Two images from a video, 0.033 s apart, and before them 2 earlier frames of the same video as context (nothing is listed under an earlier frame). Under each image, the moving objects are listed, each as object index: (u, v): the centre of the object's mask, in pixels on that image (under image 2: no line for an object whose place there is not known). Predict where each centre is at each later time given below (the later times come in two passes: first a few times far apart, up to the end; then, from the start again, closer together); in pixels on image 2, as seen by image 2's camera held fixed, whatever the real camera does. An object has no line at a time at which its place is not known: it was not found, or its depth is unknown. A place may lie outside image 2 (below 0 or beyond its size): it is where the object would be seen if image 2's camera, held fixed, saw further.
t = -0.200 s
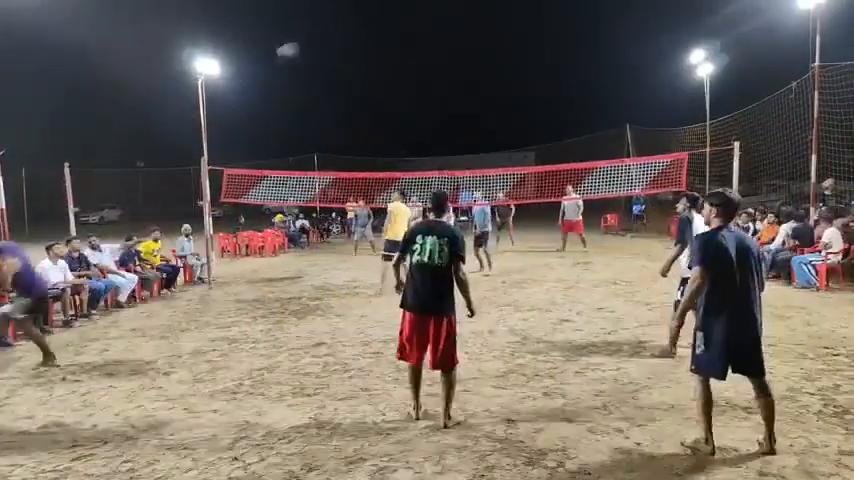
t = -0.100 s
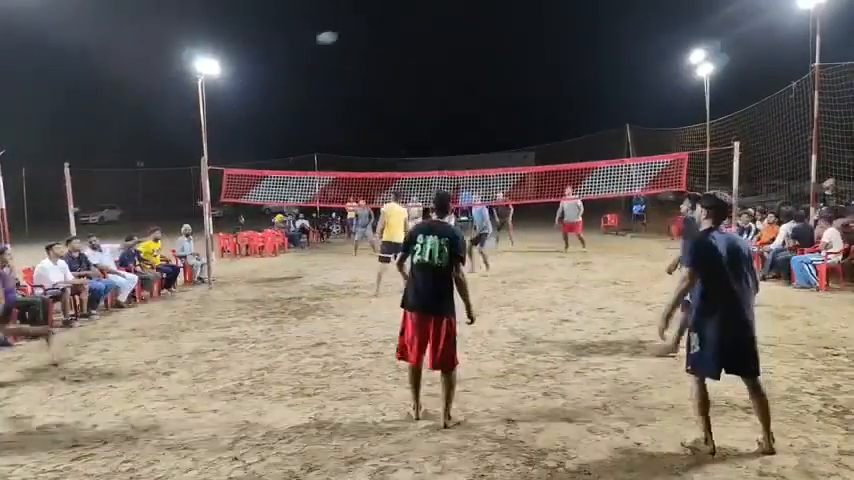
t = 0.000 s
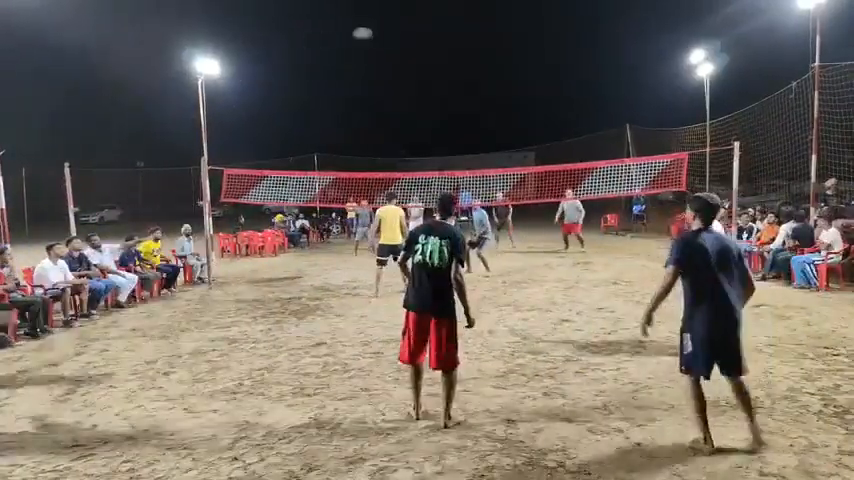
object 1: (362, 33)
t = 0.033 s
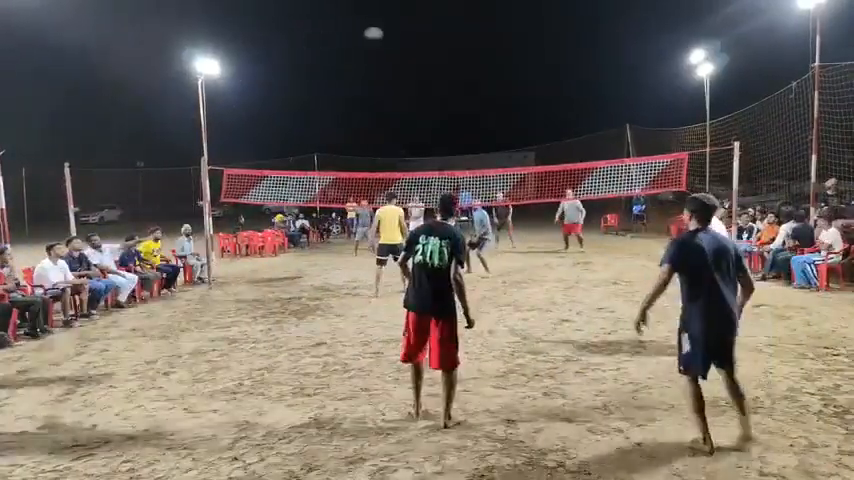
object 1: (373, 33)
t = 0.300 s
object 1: (451, 57)
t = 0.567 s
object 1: (513, 113)
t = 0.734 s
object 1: (545, 158)
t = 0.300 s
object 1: (451, 57)
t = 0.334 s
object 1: (460, 62)
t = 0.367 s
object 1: (468, 68)
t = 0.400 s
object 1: (476, 74)
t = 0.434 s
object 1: (484, 82)
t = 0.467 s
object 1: (491, 89)
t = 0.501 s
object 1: (498, 96)
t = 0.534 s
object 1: (506, 104)
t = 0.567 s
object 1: (513, 113)
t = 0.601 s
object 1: (520, 122)
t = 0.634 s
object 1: (527, 130)
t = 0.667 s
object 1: (533, 140)
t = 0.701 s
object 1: (540, 149)
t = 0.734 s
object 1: (545, 158)
